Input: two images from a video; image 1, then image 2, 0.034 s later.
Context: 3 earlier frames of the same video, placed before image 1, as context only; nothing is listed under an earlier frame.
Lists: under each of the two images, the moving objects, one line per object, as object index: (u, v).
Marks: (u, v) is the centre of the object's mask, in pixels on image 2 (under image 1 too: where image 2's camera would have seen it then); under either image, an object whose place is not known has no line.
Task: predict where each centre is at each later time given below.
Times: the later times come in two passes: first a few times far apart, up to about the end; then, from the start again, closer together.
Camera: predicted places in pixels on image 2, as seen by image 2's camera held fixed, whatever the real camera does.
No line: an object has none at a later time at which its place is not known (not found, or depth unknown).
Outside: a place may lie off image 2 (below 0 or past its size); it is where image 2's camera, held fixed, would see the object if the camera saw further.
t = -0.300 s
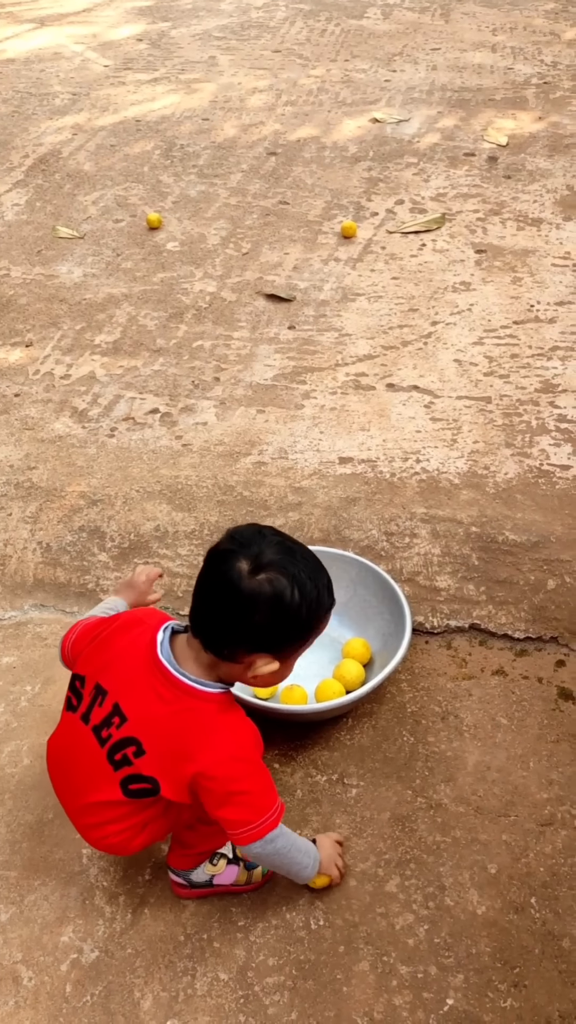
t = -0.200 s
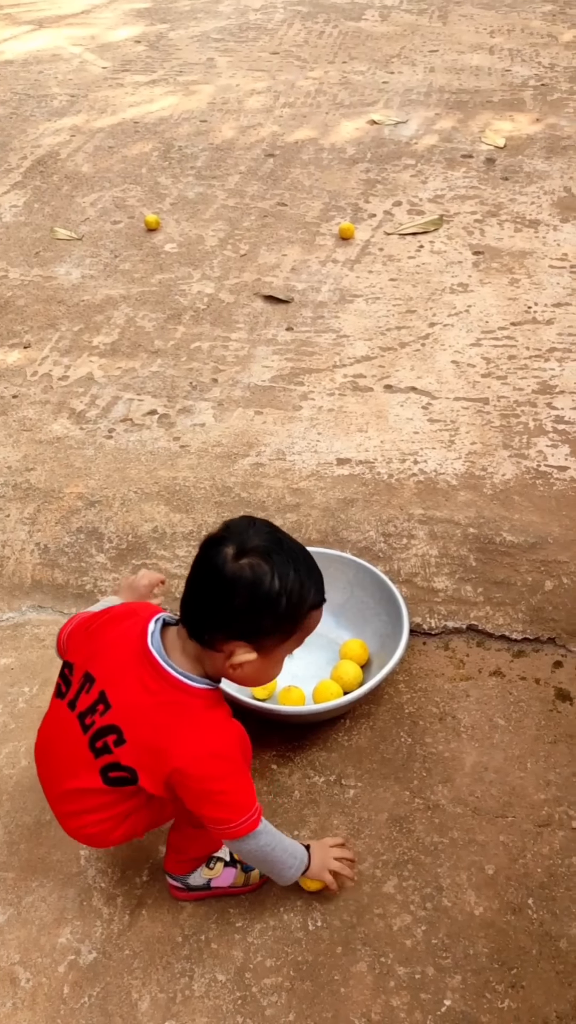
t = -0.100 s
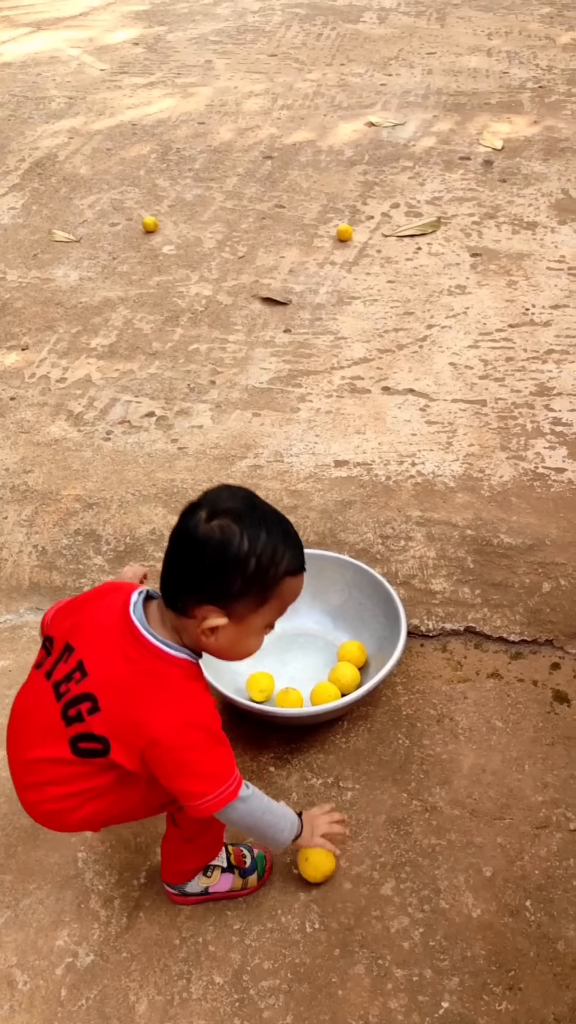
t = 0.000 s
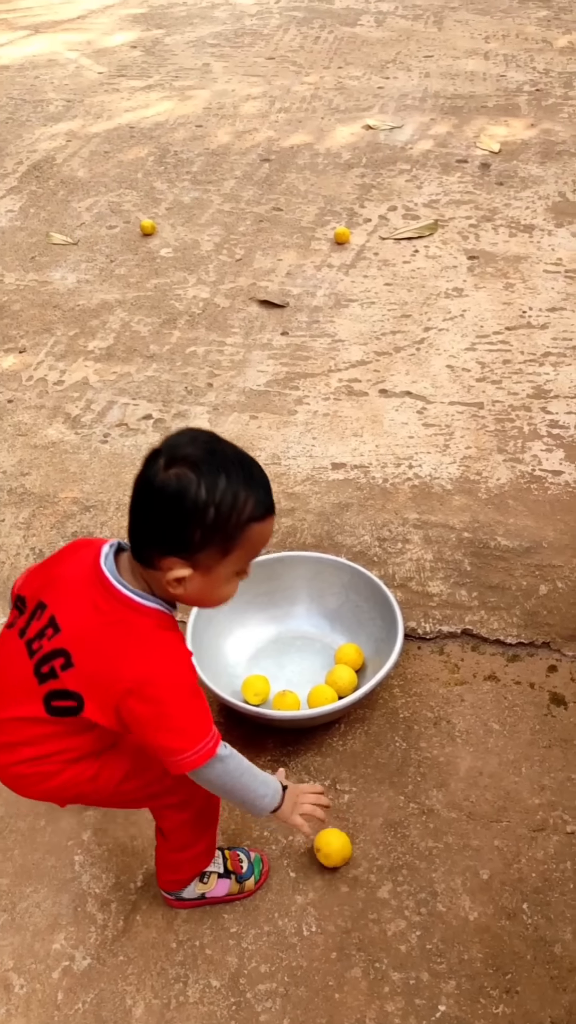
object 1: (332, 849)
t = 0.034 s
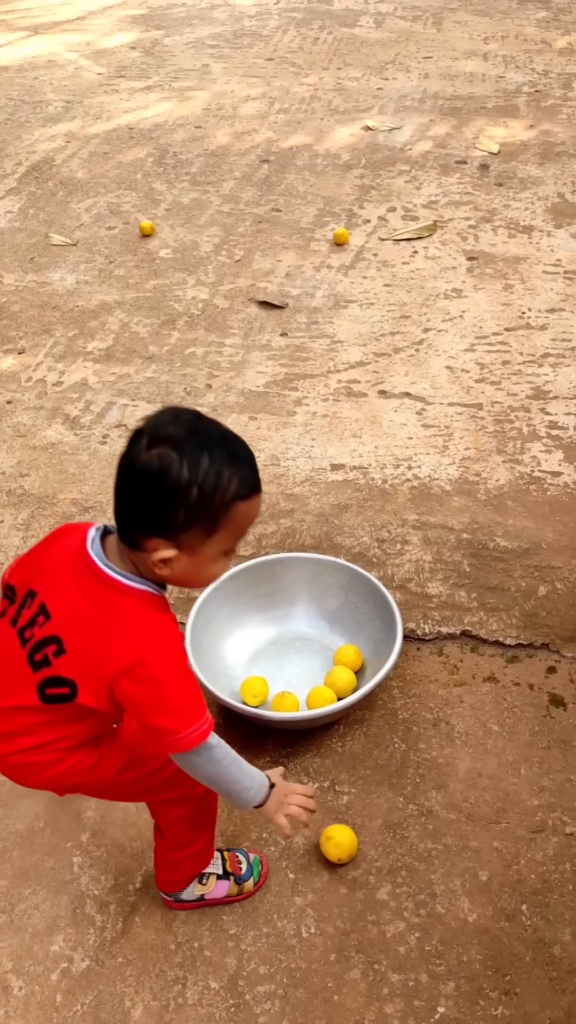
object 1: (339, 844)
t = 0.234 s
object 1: (378, 809)
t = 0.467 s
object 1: (417, 764)
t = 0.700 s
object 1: (446, 711)
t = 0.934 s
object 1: (449, 651)
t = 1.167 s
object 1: (428, 584)
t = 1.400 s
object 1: (399, 560)
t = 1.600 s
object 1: (372, 588)
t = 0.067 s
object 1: (346, 838)
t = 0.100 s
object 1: (353, 832)
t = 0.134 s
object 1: (359, 826)
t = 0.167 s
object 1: (365, 820)
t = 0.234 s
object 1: (378, 809)
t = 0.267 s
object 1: (384, 803)
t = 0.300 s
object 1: (390, 797)
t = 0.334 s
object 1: (395, 790)
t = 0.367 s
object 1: (400, 784)
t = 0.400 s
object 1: (405, 778)
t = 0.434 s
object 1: (411, 772)
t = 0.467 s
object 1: (417, 764)
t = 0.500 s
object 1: (422, 757)
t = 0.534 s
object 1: (426, 750)
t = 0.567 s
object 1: (430, 742)
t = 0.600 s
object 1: (434, 735)
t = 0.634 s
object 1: (438, 728)
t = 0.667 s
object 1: (442, 720)
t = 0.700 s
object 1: (446, 711)
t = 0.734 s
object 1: (448, 704)
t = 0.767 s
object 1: (450, 695)
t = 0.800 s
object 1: (452, 686)
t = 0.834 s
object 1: (452, 678)
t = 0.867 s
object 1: (452, 669)
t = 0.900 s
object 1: (451, 661)
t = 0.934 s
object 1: (449, 651)
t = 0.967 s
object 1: (446, 642)
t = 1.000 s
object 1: (444, 632)
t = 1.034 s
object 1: (441, 619)
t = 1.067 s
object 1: (437, 609)
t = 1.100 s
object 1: (434, 601)
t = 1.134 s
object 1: (430, 593)
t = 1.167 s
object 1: (428, 584)
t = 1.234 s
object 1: (420, 573)
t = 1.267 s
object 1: (416, 564)
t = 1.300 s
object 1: (411, 561)
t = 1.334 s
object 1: (407, 562)
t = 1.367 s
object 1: (402, 570)
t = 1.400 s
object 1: (399, 560)
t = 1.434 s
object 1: (396, 553)
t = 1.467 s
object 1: (392, 551)
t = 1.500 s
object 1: (390, 553)
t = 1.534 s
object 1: (385, 562)
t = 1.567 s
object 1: (382, 575)
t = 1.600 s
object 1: (372, 588)
